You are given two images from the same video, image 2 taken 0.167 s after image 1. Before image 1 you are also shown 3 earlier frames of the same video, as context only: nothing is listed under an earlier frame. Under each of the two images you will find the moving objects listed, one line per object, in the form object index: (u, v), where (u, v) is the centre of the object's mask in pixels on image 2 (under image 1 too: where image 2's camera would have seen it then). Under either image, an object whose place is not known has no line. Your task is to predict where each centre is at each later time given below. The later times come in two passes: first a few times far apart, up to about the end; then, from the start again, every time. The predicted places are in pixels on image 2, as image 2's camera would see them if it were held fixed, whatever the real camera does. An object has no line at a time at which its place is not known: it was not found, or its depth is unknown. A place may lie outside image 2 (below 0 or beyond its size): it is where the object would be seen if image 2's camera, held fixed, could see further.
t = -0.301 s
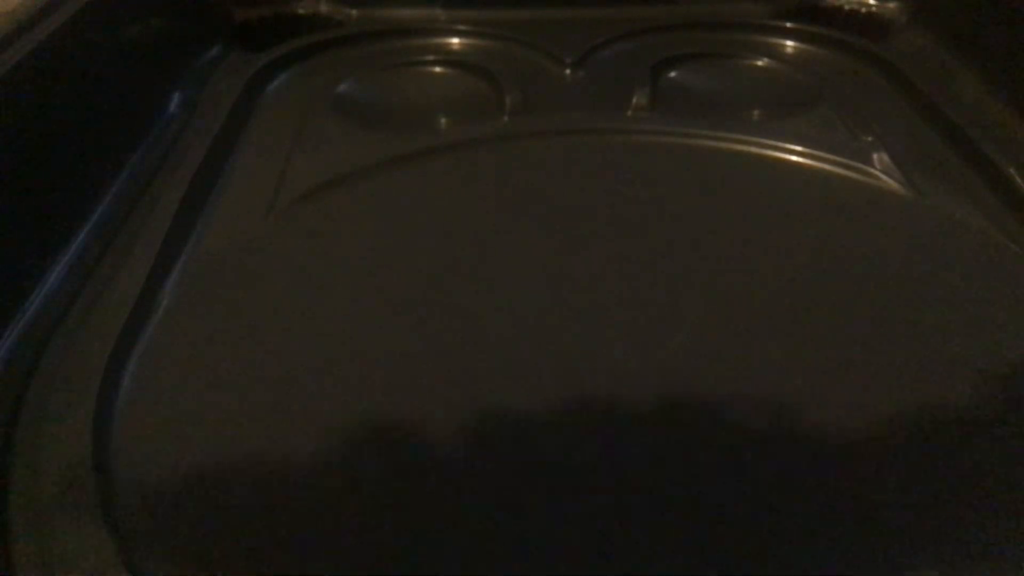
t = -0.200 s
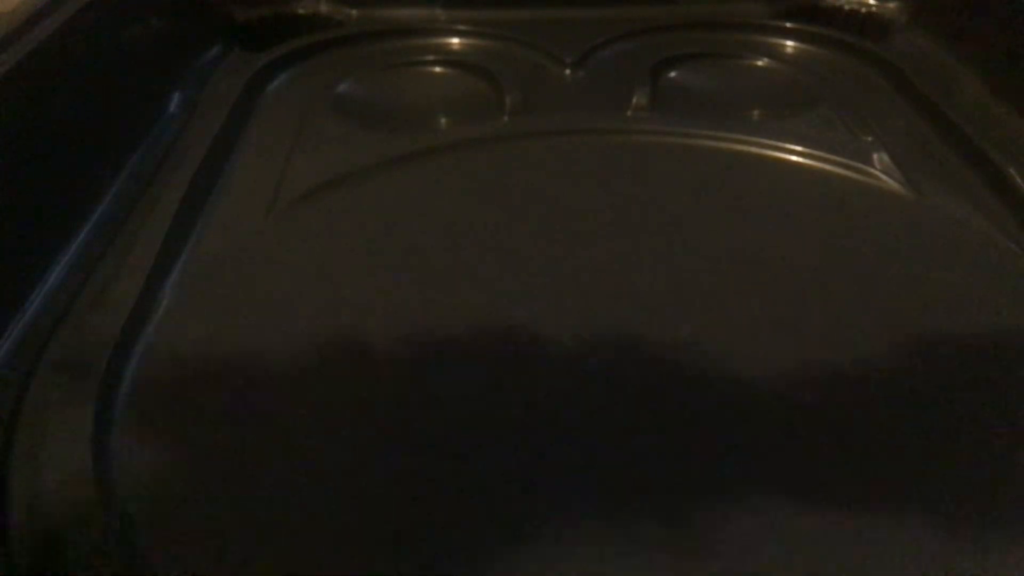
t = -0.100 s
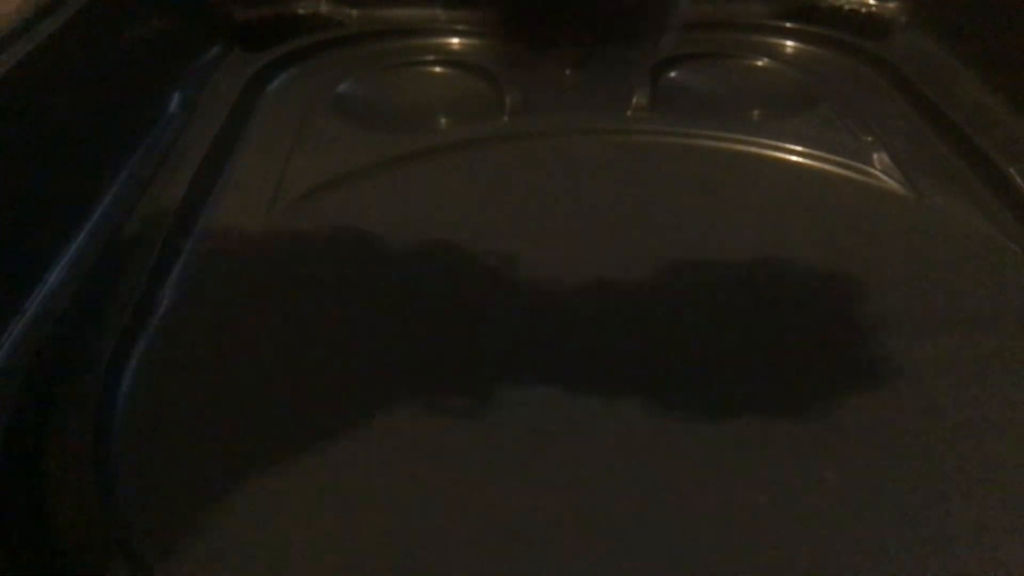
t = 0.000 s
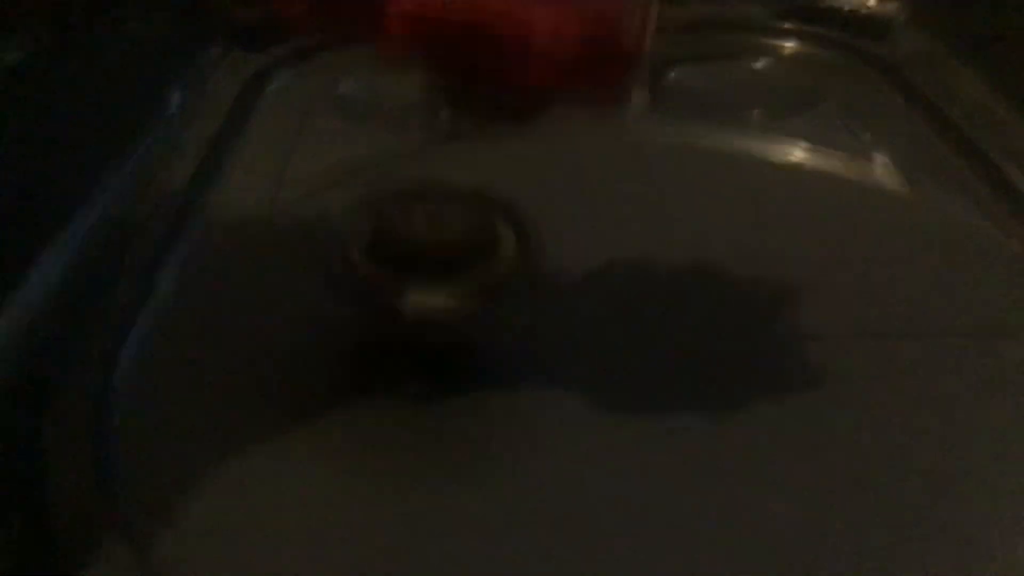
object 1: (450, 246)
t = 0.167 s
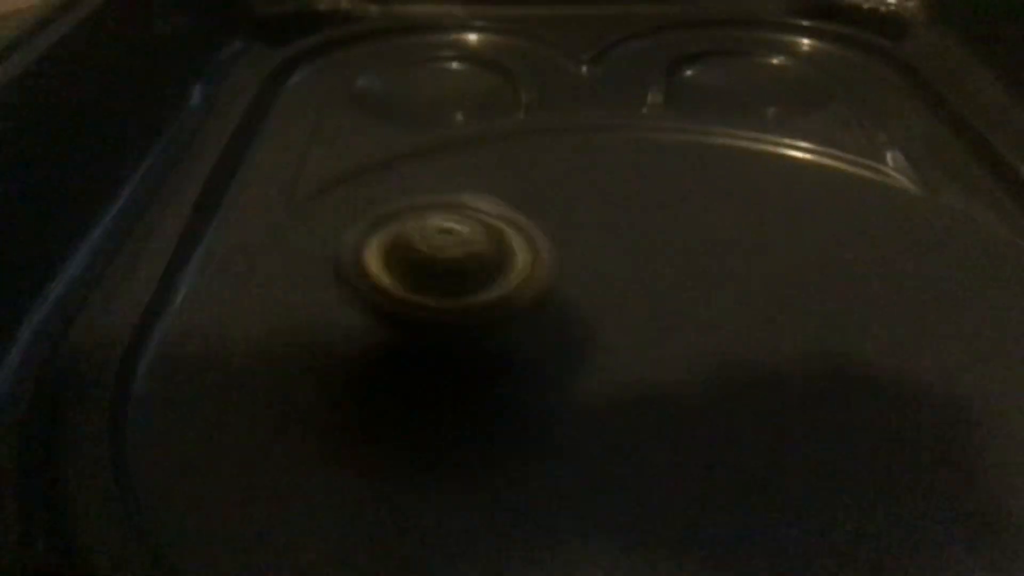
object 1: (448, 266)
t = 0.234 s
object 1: (502, 286)
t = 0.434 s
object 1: (703, 287)
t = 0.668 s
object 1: (768, 207)
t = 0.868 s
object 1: (693, 172)
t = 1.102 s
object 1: (582, 227)
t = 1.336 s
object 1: (691, 366)
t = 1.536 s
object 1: (912, 384)
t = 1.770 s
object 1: (951, 305)
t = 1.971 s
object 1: (858, 256)
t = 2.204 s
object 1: (628, 287)
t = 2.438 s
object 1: (520, 446)
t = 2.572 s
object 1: (608, 504)
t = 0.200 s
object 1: (477, 283)
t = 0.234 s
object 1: (502, 286)
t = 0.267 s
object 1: (535, 293)
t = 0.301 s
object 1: (571, 297)
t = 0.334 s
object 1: (606, 299)
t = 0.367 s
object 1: (643, 301)
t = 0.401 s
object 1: (676, 298)
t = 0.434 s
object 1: (703, 287)
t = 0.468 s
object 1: (729, 278)
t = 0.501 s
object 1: (747, 265)
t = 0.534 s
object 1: (761, 250)
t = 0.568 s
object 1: (771, 239)
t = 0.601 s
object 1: (772, 226)
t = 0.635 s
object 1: (772, 216)
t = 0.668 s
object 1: (768, 207)
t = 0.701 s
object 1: (763, 196)
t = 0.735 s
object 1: (753, 186)
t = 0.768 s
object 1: (741, 180)
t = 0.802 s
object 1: (725, 176)
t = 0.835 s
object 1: (707, 172)
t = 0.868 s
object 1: (693, 172)
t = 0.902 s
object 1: (674, 170)
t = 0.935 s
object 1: (657, 174)
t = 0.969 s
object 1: (637, 179)
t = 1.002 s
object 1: (622, 189)
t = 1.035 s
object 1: (605, 199)
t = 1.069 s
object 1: (591, 211)
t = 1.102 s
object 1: (582, 227)
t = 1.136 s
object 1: (577, 247)
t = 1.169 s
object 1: (580, 270)
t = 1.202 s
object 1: (583, 284)
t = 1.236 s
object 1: (599, 307)
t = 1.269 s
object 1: (624, 330)
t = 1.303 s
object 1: (653, 348)
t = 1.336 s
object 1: (691, 366)
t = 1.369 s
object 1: (735, 382)
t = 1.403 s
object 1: (779, 392)
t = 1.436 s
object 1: (820, 397)
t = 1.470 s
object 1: (858, 395)
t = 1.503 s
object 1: (892, 392)
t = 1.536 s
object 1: (912, 384)
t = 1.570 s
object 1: (929, 377)
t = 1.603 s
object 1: (941, 363)
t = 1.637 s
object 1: (949, 354)
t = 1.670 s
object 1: (954, 339)
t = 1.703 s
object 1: (956, 329)
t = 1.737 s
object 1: (955, 315)
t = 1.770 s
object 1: (951, 305)
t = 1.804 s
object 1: (945, 291)
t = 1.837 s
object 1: (936, 284)
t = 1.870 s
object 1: (927, 273)
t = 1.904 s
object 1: (909, 264)
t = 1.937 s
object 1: (884, 258)
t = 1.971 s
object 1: (858, 256)
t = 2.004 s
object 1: (828, 253)
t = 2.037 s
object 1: (796, 254)
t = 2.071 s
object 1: (763, 256)
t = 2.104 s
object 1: (730, 261)
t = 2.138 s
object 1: (694, 266)
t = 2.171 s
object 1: (659, 275)
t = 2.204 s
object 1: (628, 287)
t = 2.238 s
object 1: (597, 304)
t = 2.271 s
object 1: (570, 322)
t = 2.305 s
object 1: (546, 344)
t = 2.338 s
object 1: (531, 368)
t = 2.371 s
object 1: (521, 393)
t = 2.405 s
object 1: (519, 422)
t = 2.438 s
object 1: (520, 446)
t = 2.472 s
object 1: (533, 464)
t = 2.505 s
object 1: (551, 482)
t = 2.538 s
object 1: (576, 495)
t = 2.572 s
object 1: (608, 504)
